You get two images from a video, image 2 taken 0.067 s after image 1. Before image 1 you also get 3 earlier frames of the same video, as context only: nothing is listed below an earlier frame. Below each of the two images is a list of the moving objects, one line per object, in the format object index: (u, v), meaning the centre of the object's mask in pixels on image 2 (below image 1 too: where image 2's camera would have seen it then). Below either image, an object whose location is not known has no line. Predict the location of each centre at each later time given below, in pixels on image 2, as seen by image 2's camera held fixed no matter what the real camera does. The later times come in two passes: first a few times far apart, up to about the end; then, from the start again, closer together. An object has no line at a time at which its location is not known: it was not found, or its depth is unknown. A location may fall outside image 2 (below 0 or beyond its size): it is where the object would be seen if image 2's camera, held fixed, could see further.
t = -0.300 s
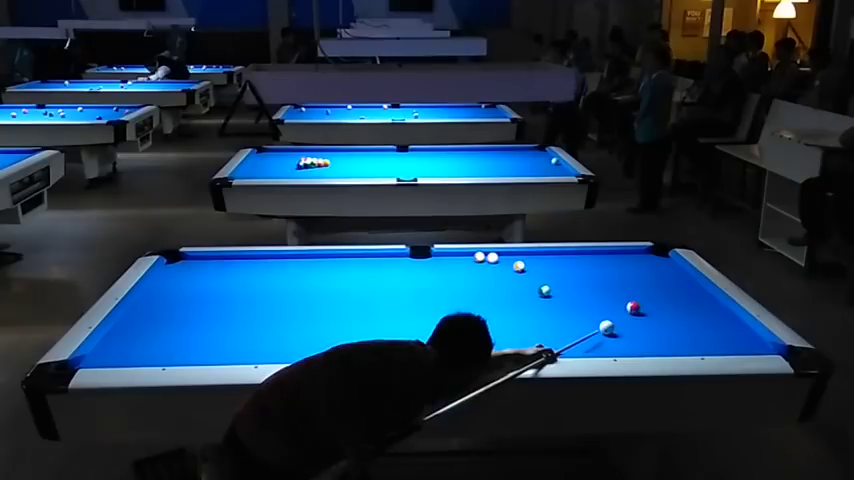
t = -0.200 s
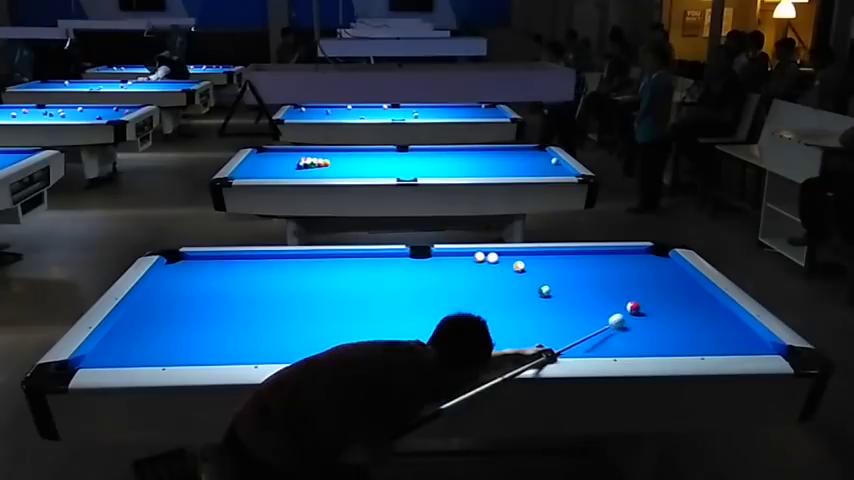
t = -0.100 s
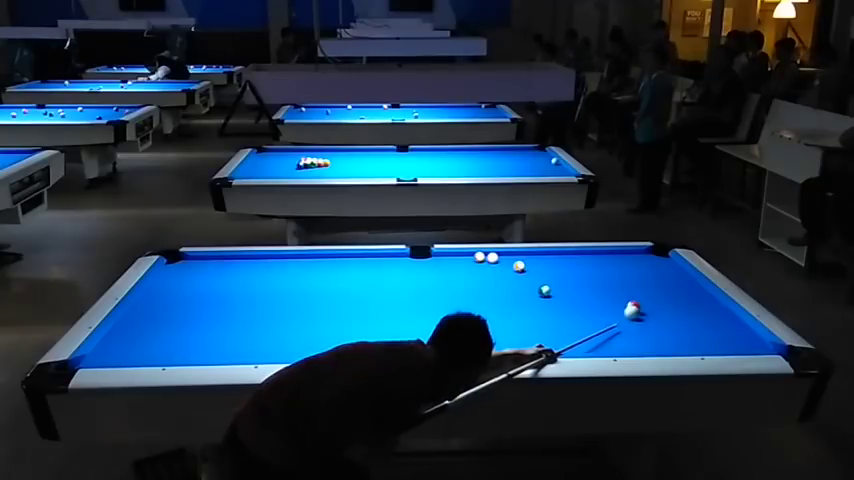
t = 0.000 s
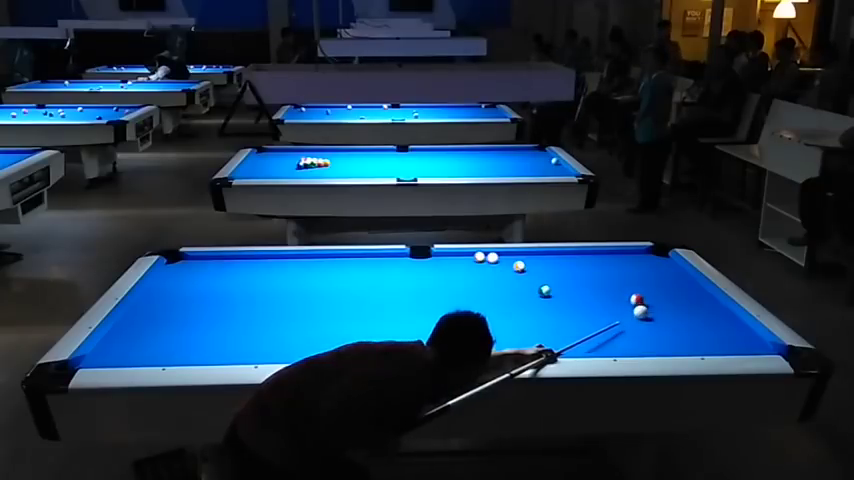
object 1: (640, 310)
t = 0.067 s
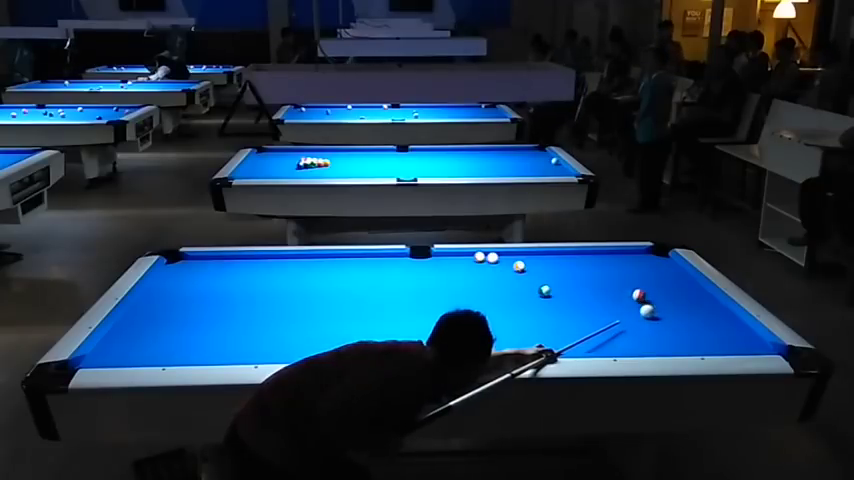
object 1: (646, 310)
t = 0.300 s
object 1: (667, 308)
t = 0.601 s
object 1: (692, 305)
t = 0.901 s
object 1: (715, 303)
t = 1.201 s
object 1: (701, 302)
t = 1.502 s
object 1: (687, 301)
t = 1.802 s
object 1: (675, 301)
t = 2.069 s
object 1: (666, 300)
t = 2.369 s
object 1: (656, 300)
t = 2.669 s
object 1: (649, 299)
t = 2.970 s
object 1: (643, 299)
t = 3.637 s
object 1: (635, 298)
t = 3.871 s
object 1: (635, 298)
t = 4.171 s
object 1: (635, 298)
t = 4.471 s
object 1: (635, 298)
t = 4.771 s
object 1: (635, 298)
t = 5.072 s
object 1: (635, 298)
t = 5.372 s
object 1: (635, 298)
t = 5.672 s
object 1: (635, 298)
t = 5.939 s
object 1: (635, 298)
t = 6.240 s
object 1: (635, 298)
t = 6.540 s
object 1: (635, 298)
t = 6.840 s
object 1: (635, 298)
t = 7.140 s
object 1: (635, 298)
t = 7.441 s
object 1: (635, 298)
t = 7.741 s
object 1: (635, 298)
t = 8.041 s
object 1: (635, 298)
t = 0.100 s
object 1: (649, 310)
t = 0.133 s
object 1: (652, 309)
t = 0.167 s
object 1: (655, 309)
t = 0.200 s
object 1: (658, 309)
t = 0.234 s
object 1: (661, 308)
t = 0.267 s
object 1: (664, 308)
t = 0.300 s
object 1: (667, 308)
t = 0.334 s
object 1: (670, 307)
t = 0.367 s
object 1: (673, 307)
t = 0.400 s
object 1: (676, 307)
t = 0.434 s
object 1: (678, 306)
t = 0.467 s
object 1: (681, 306)
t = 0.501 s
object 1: (684, 306)
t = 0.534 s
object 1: (687, 305)
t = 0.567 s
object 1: (689, 305)
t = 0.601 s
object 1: (692, 305)
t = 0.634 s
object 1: (695, 305)
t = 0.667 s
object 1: (697, 304)
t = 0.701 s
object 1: (700, 304)
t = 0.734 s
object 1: (703, 304)
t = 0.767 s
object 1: (705, 304)
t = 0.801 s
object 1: (708, 303)
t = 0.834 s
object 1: (710, 303)
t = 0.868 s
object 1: (713, 303)
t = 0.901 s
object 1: (715, 303)
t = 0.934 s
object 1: (715, 303)
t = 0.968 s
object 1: (713, 303)
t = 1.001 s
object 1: (711, 302)
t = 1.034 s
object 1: (709, 302)
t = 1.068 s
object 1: (708, 302)
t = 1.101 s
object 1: (706, 302)
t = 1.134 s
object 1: (704, 302)
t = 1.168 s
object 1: (703, 302)
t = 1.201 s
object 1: (701, 302)
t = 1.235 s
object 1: (699, 302)
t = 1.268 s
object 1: (697, 302)
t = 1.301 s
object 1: (696, 302)
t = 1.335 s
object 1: (694, 302)
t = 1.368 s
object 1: (693, 302)
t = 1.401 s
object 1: (691, 301)
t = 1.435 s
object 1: (690, 302)
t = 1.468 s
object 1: (688, 301)
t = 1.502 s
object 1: (687, 301)
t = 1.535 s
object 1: (685, 301)
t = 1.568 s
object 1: (685, 301)
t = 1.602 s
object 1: (683, 301)
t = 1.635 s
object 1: (682, 301)
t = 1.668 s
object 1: (680, 301)
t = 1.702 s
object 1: (679, 301)
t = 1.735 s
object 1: (678, 301)
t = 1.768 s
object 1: (676, 301)
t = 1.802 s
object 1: (675, 301)
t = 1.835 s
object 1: (674, 301)
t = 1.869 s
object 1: (673, 301)
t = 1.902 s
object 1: (671, 301)
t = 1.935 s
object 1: (670, 301)
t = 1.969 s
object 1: (669, 300)
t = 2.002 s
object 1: (668, 300)
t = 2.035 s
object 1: (667, 300)
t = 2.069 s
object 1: (666, 300)
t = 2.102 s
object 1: (665, 300)
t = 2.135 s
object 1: (664, 300)
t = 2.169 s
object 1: (663, 300)
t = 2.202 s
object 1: (662, 300)
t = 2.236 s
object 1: (660, 300)
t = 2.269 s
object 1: (659, 300)
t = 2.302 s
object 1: (658, 300)
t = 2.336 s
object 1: (657, 300)
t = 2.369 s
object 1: (656, 300)
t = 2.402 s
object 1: (655, 299)
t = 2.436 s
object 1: (655, 299)
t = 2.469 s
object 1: (654, 299)
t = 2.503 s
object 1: (653, 299)
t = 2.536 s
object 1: (652, 299)
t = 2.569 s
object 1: (651, 299)
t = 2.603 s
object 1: (651, 299)
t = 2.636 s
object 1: (650, 299)
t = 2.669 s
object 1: (649, 299)
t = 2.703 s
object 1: (649, 299)
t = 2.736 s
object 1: (648, 299)
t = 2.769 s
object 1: (647, 299)
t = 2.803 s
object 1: (647, 299)
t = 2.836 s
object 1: (646, 299)
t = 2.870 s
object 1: (645, 299)
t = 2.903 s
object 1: (644, 299)
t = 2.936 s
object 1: (644, 298)
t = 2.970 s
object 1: (643, 299)
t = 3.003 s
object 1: (642, 298)
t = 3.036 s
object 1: (642, 298)
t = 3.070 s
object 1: (642, 298)
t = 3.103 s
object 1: (641, 298)
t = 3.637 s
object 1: (635, 298)
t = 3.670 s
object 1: (636, 298)
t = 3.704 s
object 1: (635, 297)
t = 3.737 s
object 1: (635, 298)
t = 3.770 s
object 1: (635, 298)
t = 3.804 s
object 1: (635, 298)
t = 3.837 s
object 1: (635, 298)
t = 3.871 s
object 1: (635, 298)
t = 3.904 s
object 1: (635, 298)
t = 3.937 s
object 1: (635, 298)
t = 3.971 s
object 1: (635, 298)
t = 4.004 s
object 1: (635, 298)
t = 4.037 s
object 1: (635, 298)
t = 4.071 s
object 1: (635, 298)
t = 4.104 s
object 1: (635, 298)
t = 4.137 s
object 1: (635, 298)
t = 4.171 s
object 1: (635, 298)
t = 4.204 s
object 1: (635, 298)
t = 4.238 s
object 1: (635, 298)
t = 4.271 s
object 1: (635, 298)
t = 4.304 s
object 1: (635, 298)
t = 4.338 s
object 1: (635, 298)
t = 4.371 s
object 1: (635, 298)
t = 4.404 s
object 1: (635, 298)
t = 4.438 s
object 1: (635, 298)
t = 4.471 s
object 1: (635, 298)
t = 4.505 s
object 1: (635, 298)
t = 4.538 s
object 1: (635, 298)
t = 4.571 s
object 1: (635, 298)
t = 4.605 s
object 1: (635, 298)
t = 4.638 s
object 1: (635, 298)
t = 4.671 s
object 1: (635, 298)
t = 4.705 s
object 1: (635, 298)
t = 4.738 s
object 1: (635, 298)
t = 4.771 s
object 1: (635, 298)
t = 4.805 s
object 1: (635, 298)
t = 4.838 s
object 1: (635, 298)
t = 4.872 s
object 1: (635, 298)
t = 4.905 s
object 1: (635, 298)
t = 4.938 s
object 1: (635, 298)
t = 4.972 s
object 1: (635, 298)
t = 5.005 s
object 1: (635, 298)
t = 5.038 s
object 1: (635, 298)
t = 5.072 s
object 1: (635, 298)
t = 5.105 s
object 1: (635, 298)
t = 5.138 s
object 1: (635, 298)
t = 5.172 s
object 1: (635, 298)
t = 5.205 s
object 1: (635, 298)
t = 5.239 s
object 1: (635, 298)
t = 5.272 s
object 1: (635, 298)
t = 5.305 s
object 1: (635, 298)
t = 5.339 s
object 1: (635, 298)
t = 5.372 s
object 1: (635, 298)
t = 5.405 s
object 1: (635, 298)
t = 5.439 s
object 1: (635, 298)
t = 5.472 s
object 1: (635, 298)
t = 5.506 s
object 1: (635, 298)
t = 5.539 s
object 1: (635, 298)
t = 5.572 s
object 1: (635, 298)
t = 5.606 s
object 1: (635, 298)
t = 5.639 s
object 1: (635, 298)
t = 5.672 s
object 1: (635, 298)
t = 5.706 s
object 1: (635, 298)
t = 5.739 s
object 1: (635, 298)
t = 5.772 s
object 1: (635, 298)
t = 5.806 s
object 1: (635, 298)
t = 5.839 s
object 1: (635, 298)
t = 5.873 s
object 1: (635, 298)
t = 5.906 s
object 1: (635, 298)
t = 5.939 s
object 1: (635, 298)
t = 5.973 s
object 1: (635, 298)
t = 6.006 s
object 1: (635, 298)
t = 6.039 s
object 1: (635, 298)
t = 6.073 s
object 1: (635, 298)
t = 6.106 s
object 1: (635, 298)
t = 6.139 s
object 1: (635, 298)
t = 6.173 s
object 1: (635, 298)
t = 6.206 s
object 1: (635, 298)
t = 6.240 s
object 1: (635, 298)
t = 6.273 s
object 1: (635, 298)
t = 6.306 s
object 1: (635, 298)
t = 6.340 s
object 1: (635, 298)
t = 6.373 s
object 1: (635, 298)
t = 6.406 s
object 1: (635, 298)
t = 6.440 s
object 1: (635, 298)
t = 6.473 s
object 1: (635, 298)
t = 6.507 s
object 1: (635, 298)
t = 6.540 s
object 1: (635, 298)
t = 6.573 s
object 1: (635, 298)
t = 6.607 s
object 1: (635, 298)
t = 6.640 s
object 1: (635, 298)
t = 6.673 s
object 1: (635, 298)
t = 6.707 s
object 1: (635, 298)
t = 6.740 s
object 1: (635, 298)
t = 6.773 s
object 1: (635, 298)
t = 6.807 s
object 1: (635, 298)
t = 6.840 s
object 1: (635, 298)
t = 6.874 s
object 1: (635, 298)
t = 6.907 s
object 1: (635, 298)
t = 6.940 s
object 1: (635, 298)
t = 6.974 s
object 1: (635, 298)
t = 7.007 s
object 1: (635, 298)
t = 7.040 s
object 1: (635, 298)
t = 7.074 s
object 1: (635, 298)
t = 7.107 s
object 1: (635, 298)
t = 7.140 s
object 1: (635, 298)
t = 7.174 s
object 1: (635, 298)
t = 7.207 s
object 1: (635, 298)
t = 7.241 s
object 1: (635, 298)
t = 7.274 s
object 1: (635, 298)
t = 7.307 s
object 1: (635, 298)
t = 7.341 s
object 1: (635, 298)
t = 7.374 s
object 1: (635, 298)
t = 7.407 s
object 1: (635, 298)
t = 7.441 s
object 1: (635, 298)
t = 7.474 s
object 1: (635, 298)
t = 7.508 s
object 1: (635, 298)
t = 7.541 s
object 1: (635, 298)
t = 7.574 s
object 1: (635, 298)
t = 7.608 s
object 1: (635, 298)
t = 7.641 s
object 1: (635, 298)
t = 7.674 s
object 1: (635, 298)
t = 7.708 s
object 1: (635, 298)
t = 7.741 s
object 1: (635, 298)
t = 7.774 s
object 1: (635, 298)
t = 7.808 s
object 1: (635, 298)
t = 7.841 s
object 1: (635, 298)
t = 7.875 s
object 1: (635, 298)
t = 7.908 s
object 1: (635, 298)
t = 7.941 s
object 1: (635, 298)
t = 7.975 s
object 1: (635, 298)
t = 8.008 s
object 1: (635, 298)
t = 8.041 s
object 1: (635, 298)
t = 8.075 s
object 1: (635, 298)
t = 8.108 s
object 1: (635, 298)
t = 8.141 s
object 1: (635, 298)
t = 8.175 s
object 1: (635, 298)
